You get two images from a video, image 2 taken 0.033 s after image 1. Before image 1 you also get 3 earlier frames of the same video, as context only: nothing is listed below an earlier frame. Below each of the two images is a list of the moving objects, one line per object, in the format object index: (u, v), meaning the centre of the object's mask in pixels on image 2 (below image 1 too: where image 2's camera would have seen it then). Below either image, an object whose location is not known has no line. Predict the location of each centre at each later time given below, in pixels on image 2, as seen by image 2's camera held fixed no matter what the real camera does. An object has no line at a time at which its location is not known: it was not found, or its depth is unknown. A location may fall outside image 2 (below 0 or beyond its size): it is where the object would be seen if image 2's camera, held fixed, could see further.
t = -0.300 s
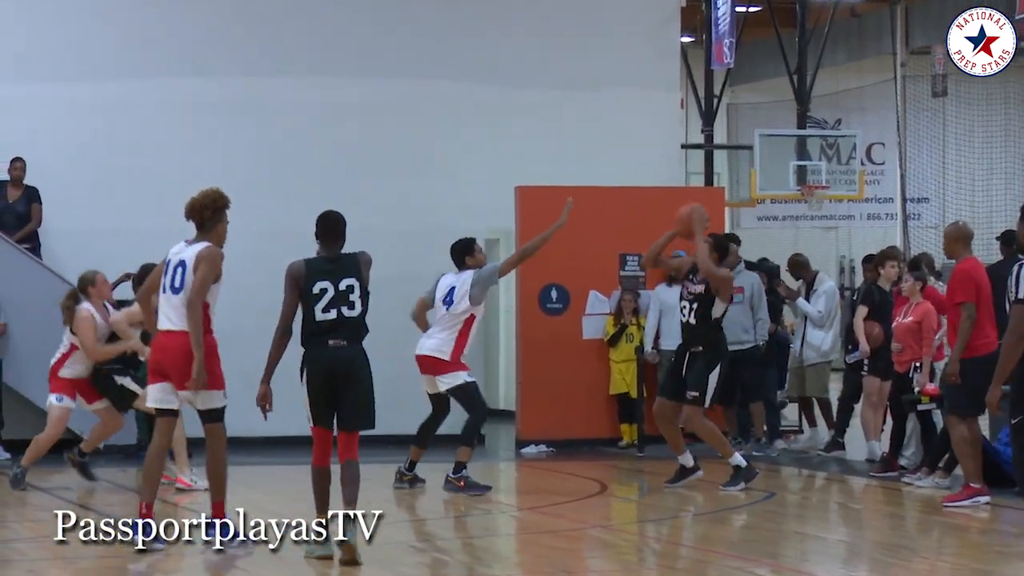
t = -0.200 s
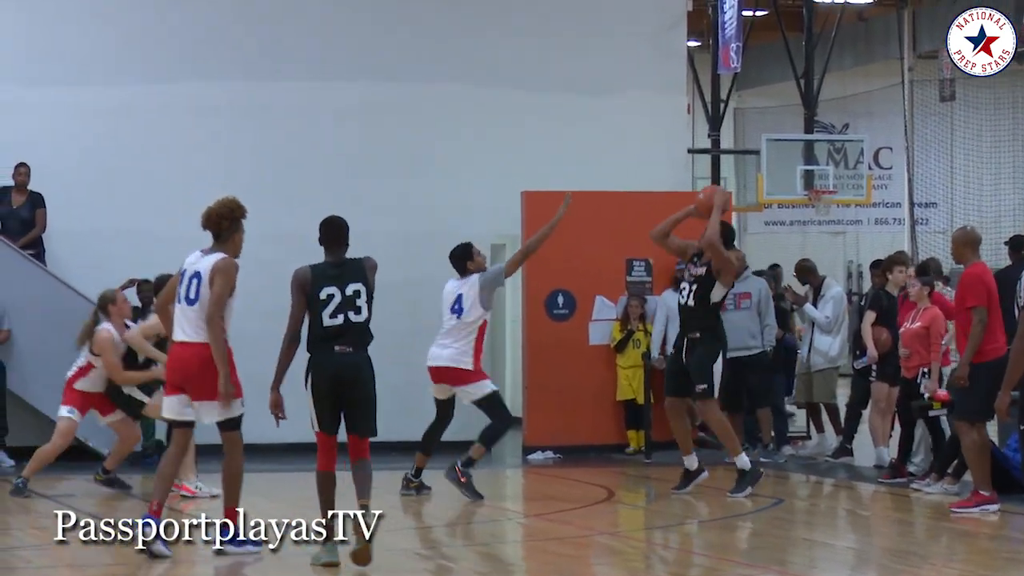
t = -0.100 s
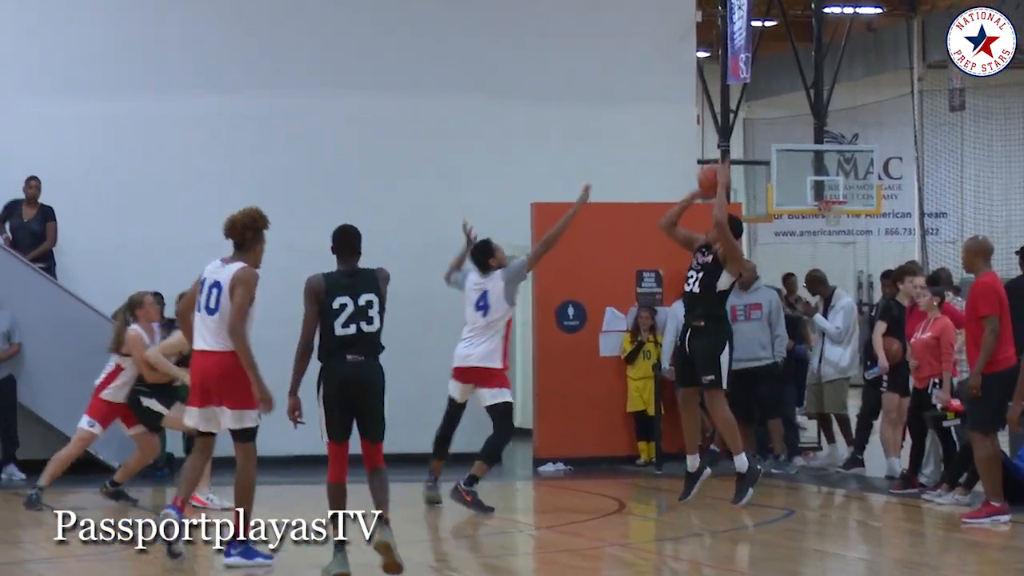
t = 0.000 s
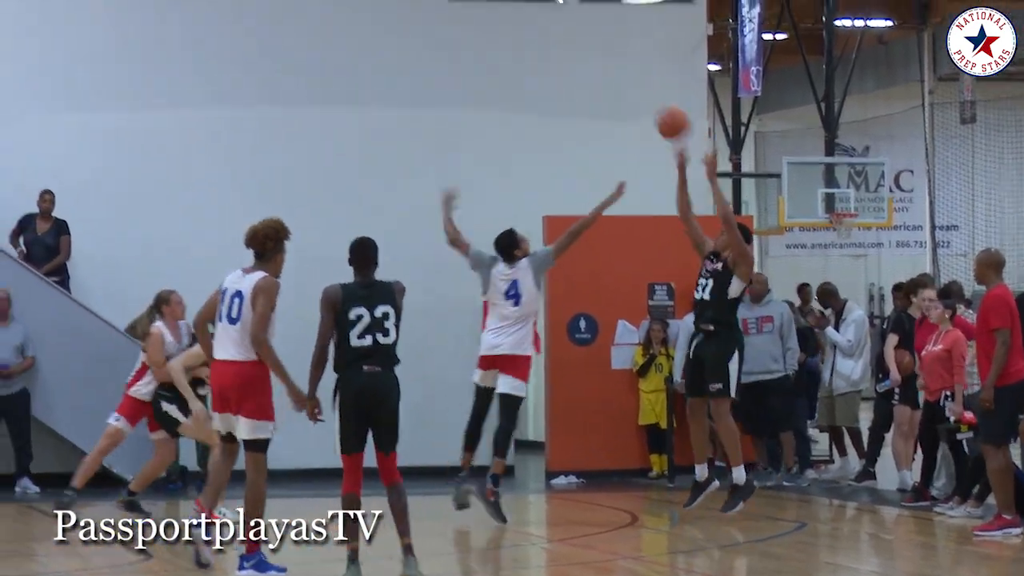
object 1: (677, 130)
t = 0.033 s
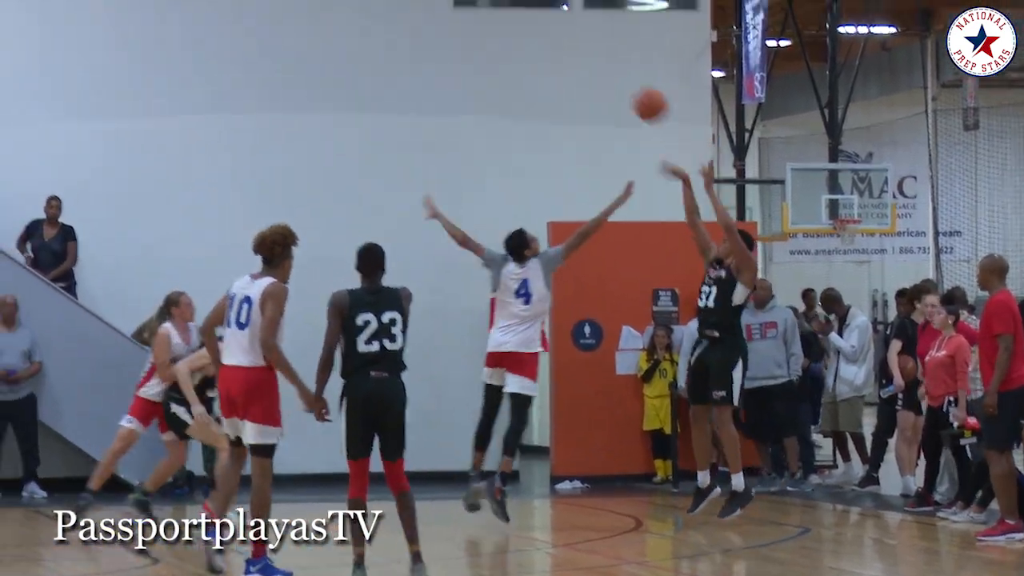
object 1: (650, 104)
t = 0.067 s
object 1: (622, 78)
